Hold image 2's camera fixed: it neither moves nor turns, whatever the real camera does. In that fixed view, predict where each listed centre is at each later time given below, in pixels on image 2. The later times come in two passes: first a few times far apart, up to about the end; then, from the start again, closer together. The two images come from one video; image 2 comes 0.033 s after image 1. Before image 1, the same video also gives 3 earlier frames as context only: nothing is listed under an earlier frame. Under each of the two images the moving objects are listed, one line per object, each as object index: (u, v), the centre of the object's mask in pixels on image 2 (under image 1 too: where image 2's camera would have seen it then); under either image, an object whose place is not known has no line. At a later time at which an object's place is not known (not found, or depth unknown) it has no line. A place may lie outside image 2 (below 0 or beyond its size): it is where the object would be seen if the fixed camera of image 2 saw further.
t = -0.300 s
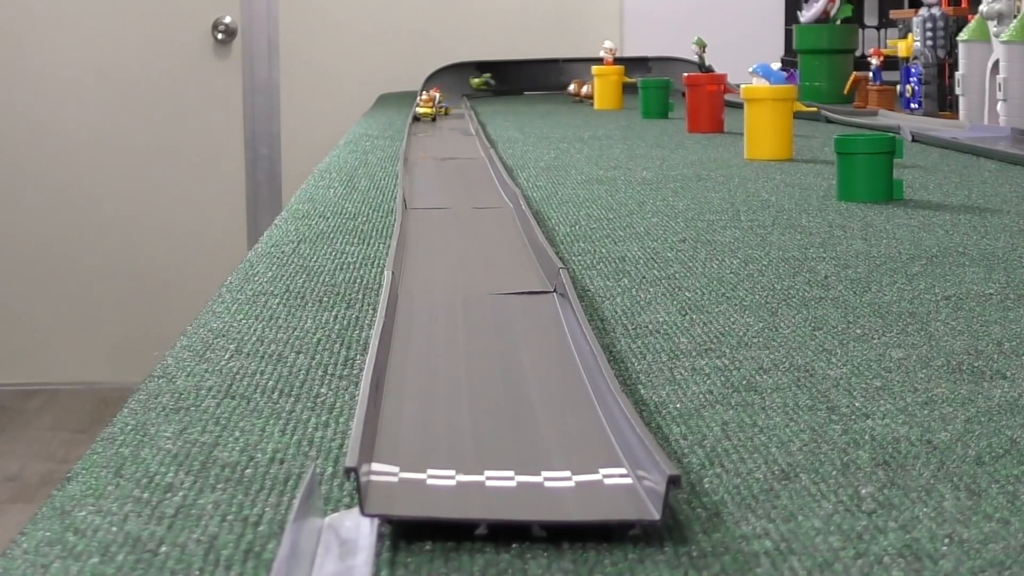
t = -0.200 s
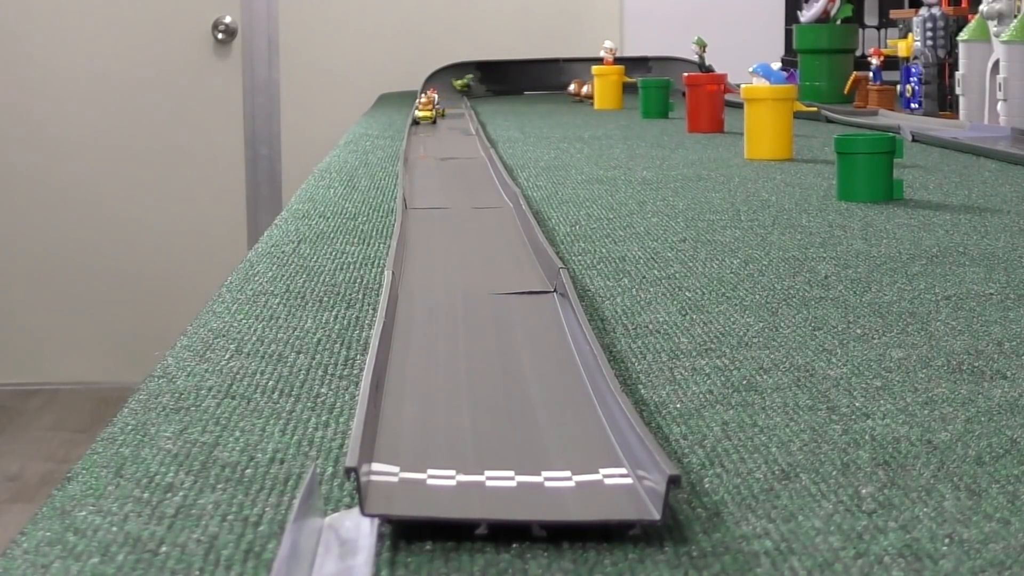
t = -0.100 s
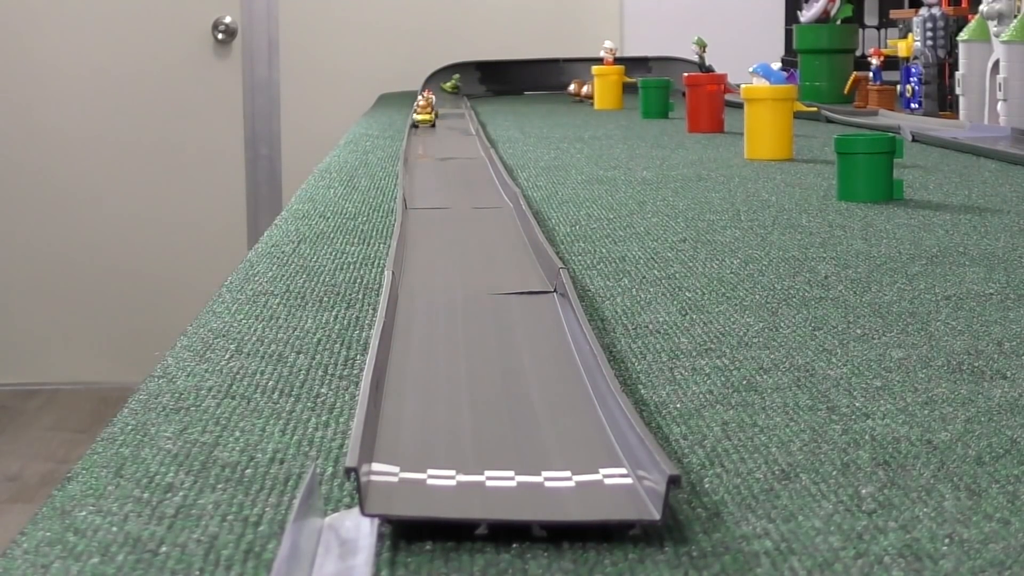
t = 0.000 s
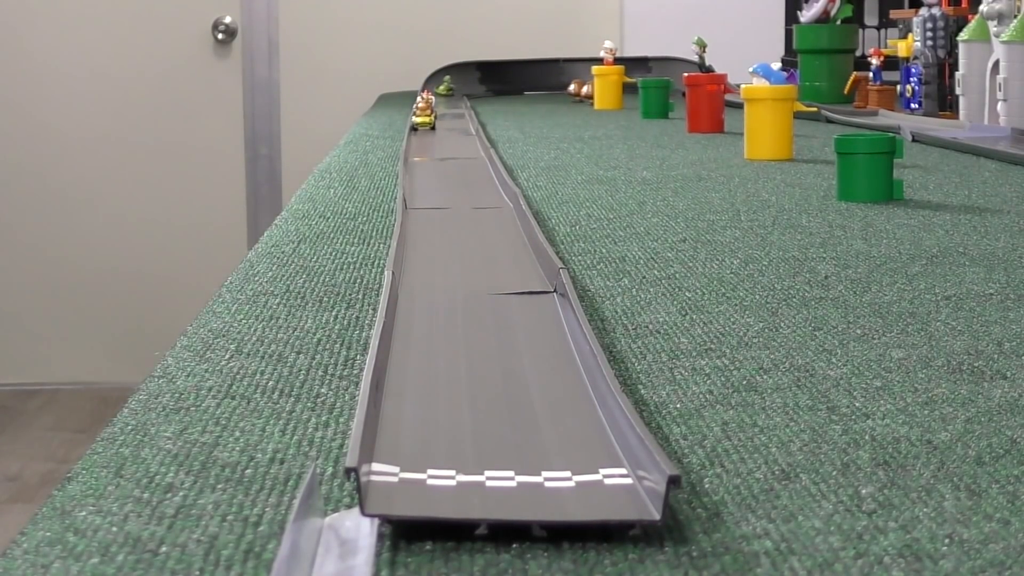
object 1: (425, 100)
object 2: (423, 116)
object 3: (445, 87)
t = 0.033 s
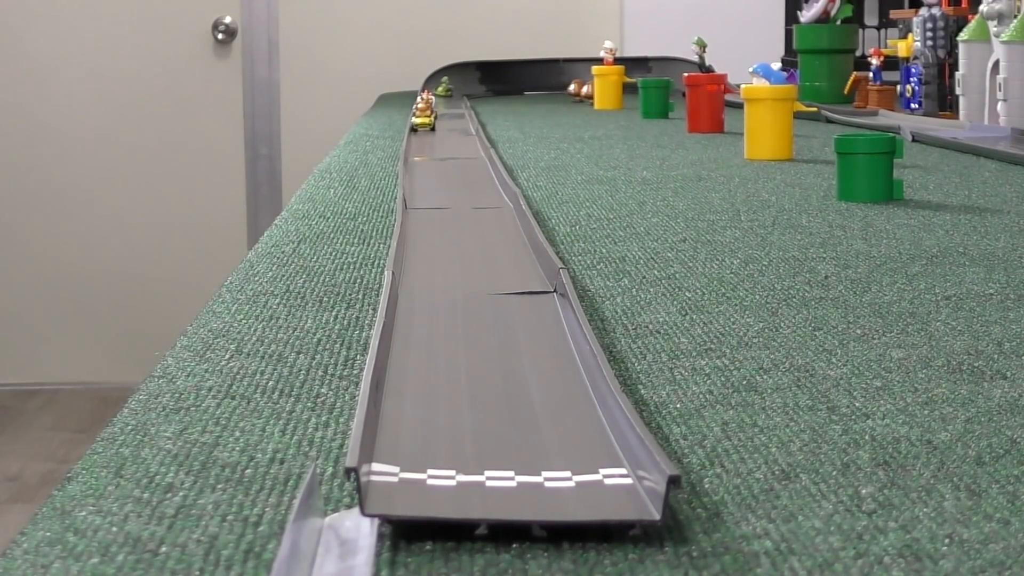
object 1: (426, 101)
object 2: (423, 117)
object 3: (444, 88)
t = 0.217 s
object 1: (423, 103)
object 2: (423, 121)
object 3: (439, 92)
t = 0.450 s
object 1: (420, 113)
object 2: (433, 132)
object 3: (433, 94)
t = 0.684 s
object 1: (422, 118)
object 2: (450, 140)
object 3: (432, 95)
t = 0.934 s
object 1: (424, 124)
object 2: (466, 152)
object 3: (430, 95)
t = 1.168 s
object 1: (429, 131)
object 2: (474, 169)
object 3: (431, 97)
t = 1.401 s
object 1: (436, 139)
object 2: (469, 188)
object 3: (433, 98)
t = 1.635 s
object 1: (449, 144)
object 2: (439, 216)
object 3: (437, 101)
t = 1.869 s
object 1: (469, 155)
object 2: (427, 242)
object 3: (439, 104)
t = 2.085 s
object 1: (483, 166)
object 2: (430, 277)
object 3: (441, 106)
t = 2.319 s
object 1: (488, 178)
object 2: (450, 334)
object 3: (442, 107)
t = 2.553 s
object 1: (491, 192)
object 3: (443, 110)
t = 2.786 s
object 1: (493, 213)
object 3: (441, 114)
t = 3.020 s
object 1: (508, 232)
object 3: (438, 117)
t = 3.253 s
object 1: (518, 251)
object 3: (434, 120)
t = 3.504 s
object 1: (530, 287)
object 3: (430, 123)
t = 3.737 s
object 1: (543, 327)
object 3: (426, 129)
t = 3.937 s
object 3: (423, 132)
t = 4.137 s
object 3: (422, 136)
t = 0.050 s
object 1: (426, 101)
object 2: (423, 117)
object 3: (443, 89)
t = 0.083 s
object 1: (426, 102)
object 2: (423, 118)
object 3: (442, 89)
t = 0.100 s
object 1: (426, 102)
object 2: (423, 119)
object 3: (441, 90)
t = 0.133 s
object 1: (425, 102)
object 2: (423, 119)
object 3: (440, 90)
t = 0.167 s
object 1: (424, 102)
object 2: (423, 120)
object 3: (440, 91)
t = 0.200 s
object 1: (424, 103)
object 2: (423, 121)
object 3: (439, 91)
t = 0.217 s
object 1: (423, 103)
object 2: (423, 121)
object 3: (439, 92)
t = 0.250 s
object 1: (422, 104)
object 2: (423, 123)
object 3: (438, 92)
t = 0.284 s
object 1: (422, 105)
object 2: (424, 125)
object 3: (438, 93)
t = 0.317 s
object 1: (422, 107)
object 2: (425, 127)
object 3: (437, 93)
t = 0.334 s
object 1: (422, 107)
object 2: (426, 127)
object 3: (436, 94)
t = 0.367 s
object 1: (421, 108)
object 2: (428, 128)
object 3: (436, 94)
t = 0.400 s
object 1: (421, 110)
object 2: (430, 130)
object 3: (435, 94)
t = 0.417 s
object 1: (420, 111)
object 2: (431, 130)
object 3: (435, 94)
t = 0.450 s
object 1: (420, 113)
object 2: (433, 132)
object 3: (433, 94)
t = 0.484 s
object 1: (421, 114)
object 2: (435, 133)
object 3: (433, 95)
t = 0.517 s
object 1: (421, 115)
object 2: (437, 134)
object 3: (433, 95)
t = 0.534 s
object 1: (421, 115)
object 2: (438, 135)
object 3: (433, 95)
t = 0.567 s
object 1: (421, 116)
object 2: (441, 136)
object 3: (433, 95)
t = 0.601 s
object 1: (421, 117)
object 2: (443, 138)
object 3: (433, 95)
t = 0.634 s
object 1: (422, 117)
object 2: (446, 139)
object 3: (432, 95)
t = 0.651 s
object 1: (422, 118)
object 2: (447, 139)
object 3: (432, 95)
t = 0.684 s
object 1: (422, 118)
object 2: (450, 140)
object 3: (432, 95)
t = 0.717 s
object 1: (422, 119)
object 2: (452, 141)
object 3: (431, 94)
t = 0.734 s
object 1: (422, 119)
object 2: (454, 141)
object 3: (431, 94)
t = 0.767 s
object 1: (422, 119)
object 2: (456, 142)
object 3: (430, 95)
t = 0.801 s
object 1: (422, 120)
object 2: (458, 143)
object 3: (430, 95)
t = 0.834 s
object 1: (423, 121)
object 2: (460, 145)
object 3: (429, 95)
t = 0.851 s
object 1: (423, 121)
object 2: (461, 146)
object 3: (429, 95)
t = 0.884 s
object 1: (423, 122)
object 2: (463, 148)
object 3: (429, 95)
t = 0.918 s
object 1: (423, 123)
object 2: (465, 150)
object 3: (430, 95)
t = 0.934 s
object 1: (424, 124)
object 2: (466, 152)
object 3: (430, 95)
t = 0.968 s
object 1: (425, 125)
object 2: (467, 154)
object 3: (430, 96)
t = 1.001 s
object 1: (425, 126)
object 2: (469, 156)
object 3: (430, 96)
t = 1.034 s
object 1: (426, 127)
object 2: (471, 159)
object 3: (430, 96)
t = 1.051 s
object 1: (427, 128)
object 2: (471, 160)
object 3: (431, 96)
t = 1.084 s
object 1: (427, 129)
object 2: (472, 163)
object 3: (430, 97)
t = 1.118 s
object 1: (428, 130)
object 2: (473, 165)
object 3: (431, 97)
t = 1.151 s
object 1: (429, 131)
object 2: (474, 167)
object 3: (431, 97)
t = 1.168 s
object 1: (429, 131)
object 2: (474, 169)
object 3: (431, 97)
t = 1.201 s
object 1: (430, 133)
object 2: (475, 172)
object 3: (431, 98)
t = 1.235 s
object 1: (431, 134)
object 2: (475, 174)
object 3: (431, 98)
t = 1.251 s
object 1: (432, 134)
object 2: (475, 176)
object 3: (432, 98)
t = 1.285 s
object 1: (433, 135)
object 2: (475, 178)
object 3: (432, 98)
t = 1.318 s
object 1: (433, 136)
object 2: (474, 180)
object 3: (432, 98)
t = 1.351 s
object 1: (435, 137)
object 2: (472, 183)
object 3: (432, 98)
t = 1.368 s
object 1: (435, 138)
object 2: (471, 185)
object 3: (433, 98)
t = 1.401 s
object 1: (436, 139)
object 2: (469, 188)
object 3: (433, 98)
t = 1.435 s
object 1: (438, 140)
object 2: (467, 192)
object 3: (433, 99)
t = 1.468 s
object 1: (439, 140)
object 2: (464, 197)
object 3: (434, 99)
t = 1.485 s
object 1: (440, 141)
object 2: (462, 199)
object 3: (434, 99)
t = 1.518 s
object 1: (442, 141)
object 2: (458, 204)
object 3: (435, 99)
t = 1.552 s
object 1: (444, 142)
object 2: (453, 207)
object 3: (435, 100)
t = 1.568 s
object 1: (445, 143)
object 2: (451, 209)
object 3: (436, 100)
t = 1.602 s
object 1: (447, 143)
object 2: (445, 213)
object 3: (436, 101)
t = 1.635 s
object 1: (449, 144)
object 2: (439, 216)
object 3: (437, 101)
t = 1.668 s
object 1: (452, 146)
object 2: (436, 220)
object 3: (437, 101)
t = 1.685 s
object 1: (453, 146)
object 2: (435, 223)
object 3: (437, 102)
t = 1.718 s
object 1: (455, 148)
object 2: (432, 226)
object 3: (438, 102)
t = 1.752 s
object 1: (458, 149)
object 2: (429, 229)
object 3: (438, 103)
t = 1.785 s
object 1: (461, 151)
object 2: (426, 232)
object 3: (438, 103)
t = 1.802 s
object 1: (462, 152)
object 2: (425, 234)
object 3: (439, 103)
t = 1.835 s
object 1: (465, 154)
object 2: (426, 238)
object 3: (439, 104)
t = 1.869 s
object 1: (469, 155)
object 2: (427, 242)
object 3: (439, 104)
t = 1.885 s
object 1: (470, 156)
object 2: (427, 244)
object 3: (439, 104)
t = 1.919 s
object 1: (474, 158)
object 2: (428, 249)
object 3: (439, 105)
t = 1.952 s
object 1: (477, 160)
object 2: (428, 252)
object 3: (439, 105)
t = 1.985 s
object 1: (480, 161)
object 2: (428, 257)
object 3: (440, 105)
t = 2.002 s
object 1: (481, 162)
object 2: (428, 258)
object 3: (440, 106)
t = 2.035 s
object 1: (482, 164)
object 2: (429, 266)
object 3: (440, 106)
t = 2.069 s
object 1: (482, 166)
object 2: (429, 273)
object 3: (441, 106)
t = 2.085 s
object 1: (483, 166)
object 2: (430, 277)
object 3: (441, 106)
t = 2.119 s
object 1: (483, 168)
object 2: (431, 285)
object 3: (441, 106)
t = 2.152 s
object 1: (483, 169)
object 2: (432, 293)
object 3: (441, 107)
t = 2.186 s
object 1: (483, 171)
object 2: (435, 301)
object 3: (442, 107)
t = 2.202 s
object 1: (484, 172)
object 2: (436, 305)
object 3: (442, 107)
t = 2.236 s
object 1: (485, 173)
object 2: (440, 313)
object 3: (442, 107)
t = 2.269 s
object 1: (486, 175)
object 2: (444, 321)
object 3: (442, 107)
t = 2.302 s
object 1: (487, 177)
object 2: (448, 331)
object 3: (442, 107)
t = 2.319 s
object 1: (488, 178)
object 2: (450, 334)
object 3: (442, 107)
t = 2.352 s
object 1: (489, 179)
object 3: (443, 108)
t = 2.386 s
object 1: (490, 180)
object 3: (443, 108)
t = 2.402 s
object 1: (491, 181)
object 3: (443, 108)
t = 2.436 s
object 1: (492, 183)
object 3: (443, 108)
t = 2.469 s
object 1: (491, 185)
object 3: (443, 109)
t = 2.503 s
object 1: (491, 188)
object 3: (443, 109)
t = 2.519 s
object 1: (492, 190)
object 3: (443, 109)
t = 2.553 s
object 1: (491, 192)
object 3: (443, 110)
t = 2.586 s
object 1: (491, 196)
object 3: (443, 111)
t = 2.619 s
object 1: (491, 199)
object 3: (443, 111)
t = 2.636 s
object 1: (491, 200)
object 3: (442, 111)
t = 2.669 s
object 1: (491, 203)
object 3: (442, 112)
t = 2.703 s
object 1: (491, 206)
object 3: (442, 112)
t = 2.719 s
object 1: (492, 207)
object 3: (442, 113)
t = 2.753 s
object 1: (492, 210)
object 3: (441, 113)
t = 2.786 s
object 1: (493, 213)
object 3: (441, 114)
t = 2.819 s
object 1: (494, 215)
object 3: (440, 114)
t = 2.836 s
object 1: (495, 217)
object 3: (440, 115)
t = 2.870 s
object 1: (497, 220)
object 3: (440, 115)
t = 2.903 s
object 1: (499, 222)
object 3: (439, 115)
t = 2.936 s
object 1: (503, 226)
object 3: (439, 116)
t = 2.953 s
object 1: (504, 228)
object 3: (439, 116)
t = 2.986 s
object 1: (506, 230)
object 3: (438, 116)
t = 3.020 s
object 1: (508, 232)
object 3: (438, 117)
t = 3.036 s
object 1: (509, 234)
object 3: (438, 117)
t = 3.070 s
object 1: (511, 236)
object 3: (437, 117)
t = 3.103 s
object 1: (513, 237)
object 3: (437, 118)
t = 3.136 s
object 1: (513, 241)
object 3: (437, 118)
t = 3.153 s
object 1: (514, 242)
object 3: (436, 118)
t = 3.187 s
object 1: (515, 245)
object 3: (435, 119)
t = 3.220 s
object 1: (516, 247)
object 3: (435, 119)
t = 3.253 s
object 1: (518, 251)
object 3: (434, 120)
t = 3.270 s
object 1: (518, 253)
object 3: (434, 120)
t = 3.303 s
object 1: (520, 255)
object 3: (433, 120)
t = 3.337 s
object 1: (521, 257)
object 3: (433, 120)
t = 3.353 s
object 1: (522, 262)
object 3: (432, 121)
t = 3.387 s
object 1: (524, 267)
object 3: (432, 121)
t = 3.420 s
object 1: (526, 271)
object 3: (432, 122)
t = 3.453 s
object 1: (527, 278)
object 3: (431, 122)
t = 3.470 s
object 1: (528, 281)
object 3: (431, 123)
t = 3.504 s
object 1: (530, 287)
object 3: (430, 123)
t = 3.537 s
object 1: (531, 292)
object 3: (430, 124)
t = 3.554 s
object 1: (532, 295)
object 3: (430, 124)
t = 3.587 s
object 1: (535, 300)
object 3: (429, 125)
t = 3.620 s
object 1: (536, 306)
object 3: (429, 126)
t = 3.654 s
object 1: (538, 312)
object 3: (428, 127)
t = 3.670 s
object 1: (540, 315)
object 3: (428, 127)
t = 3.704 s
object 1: (541, 321)
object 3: (427, 128)
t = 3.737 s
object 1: (543, 327)
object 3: (426, 129)
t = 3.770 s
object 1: (545, 333)
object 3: (425, 129)
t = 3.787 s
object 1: (547, 337)
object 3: (425, 130)
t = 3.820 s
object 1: (548, 343)
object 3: (424, 130)
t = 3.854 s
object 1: (551, 350)
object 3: (423, 131)
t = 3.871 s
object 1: (552, 354)
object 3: (423, 131)
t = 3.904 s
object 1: (555, 361)
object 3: (423, 132)
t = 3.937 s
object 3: (423, 132)
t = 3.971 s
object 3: (423, 133)
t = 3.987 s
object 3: (423, 133)
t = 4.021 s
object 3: (423, 134)
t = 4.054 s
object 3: (423, 134)
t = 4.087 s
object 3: (423, 135)
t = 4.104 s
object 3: (423, 135)
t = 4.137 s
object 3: (422, 136)
